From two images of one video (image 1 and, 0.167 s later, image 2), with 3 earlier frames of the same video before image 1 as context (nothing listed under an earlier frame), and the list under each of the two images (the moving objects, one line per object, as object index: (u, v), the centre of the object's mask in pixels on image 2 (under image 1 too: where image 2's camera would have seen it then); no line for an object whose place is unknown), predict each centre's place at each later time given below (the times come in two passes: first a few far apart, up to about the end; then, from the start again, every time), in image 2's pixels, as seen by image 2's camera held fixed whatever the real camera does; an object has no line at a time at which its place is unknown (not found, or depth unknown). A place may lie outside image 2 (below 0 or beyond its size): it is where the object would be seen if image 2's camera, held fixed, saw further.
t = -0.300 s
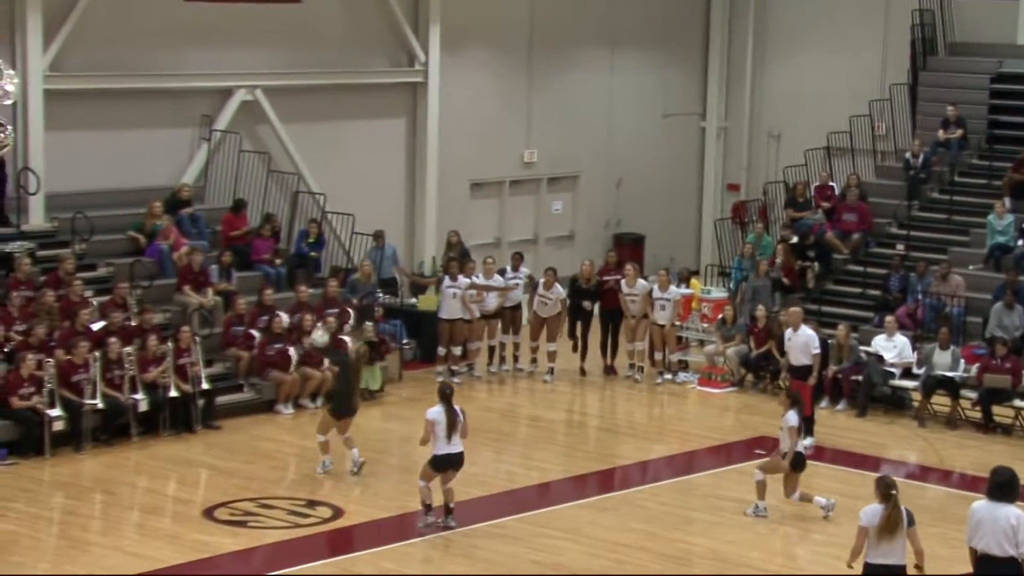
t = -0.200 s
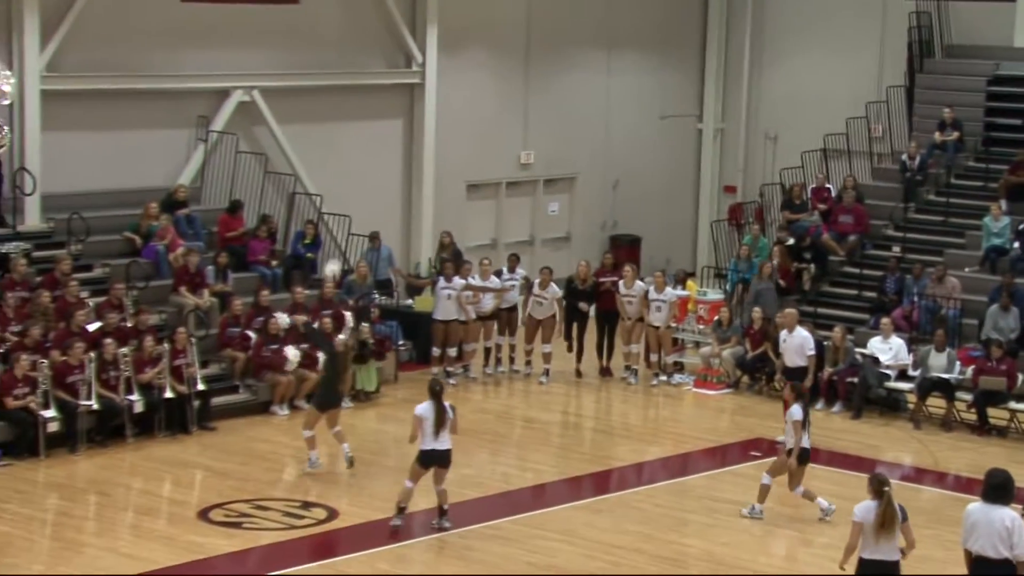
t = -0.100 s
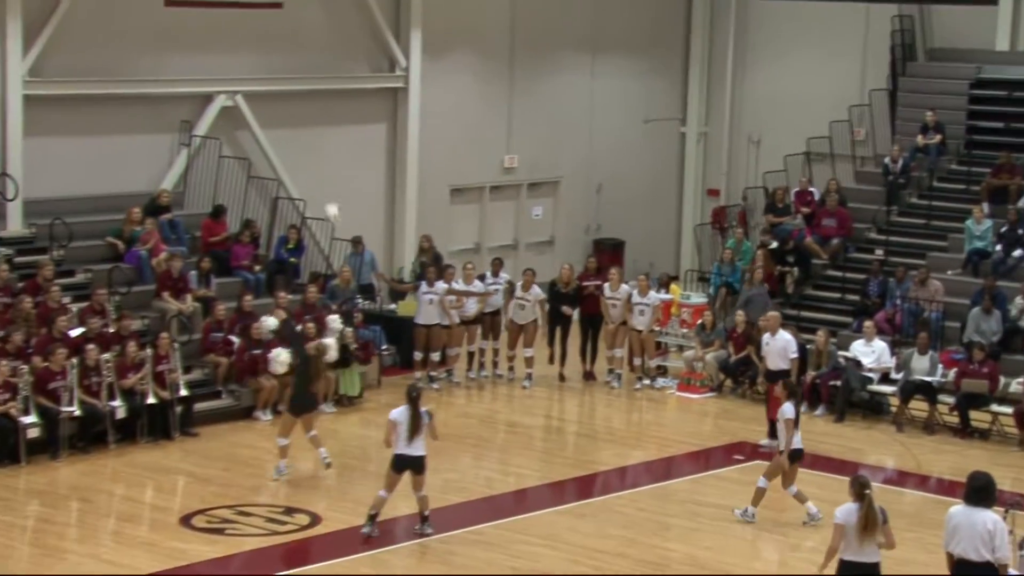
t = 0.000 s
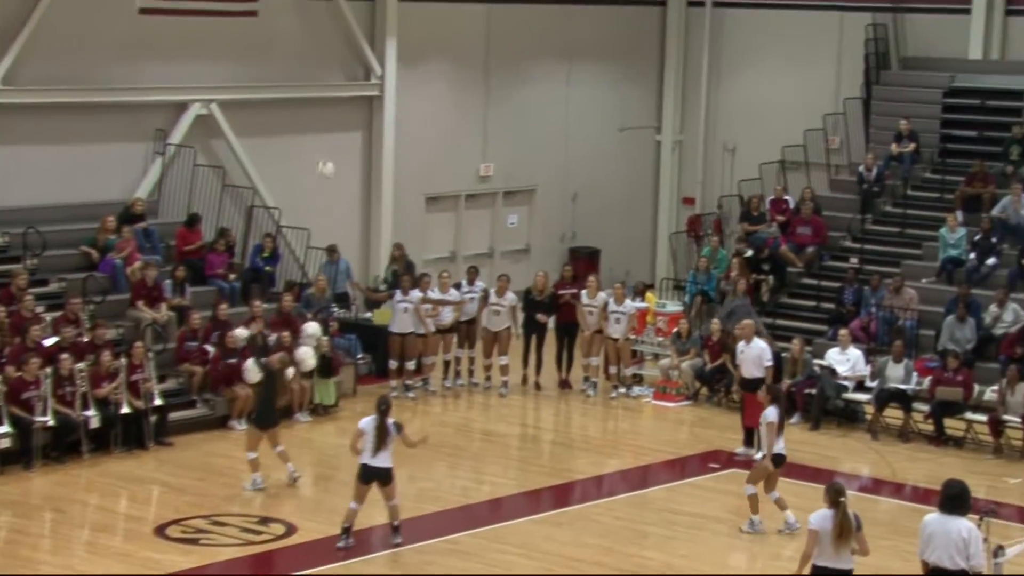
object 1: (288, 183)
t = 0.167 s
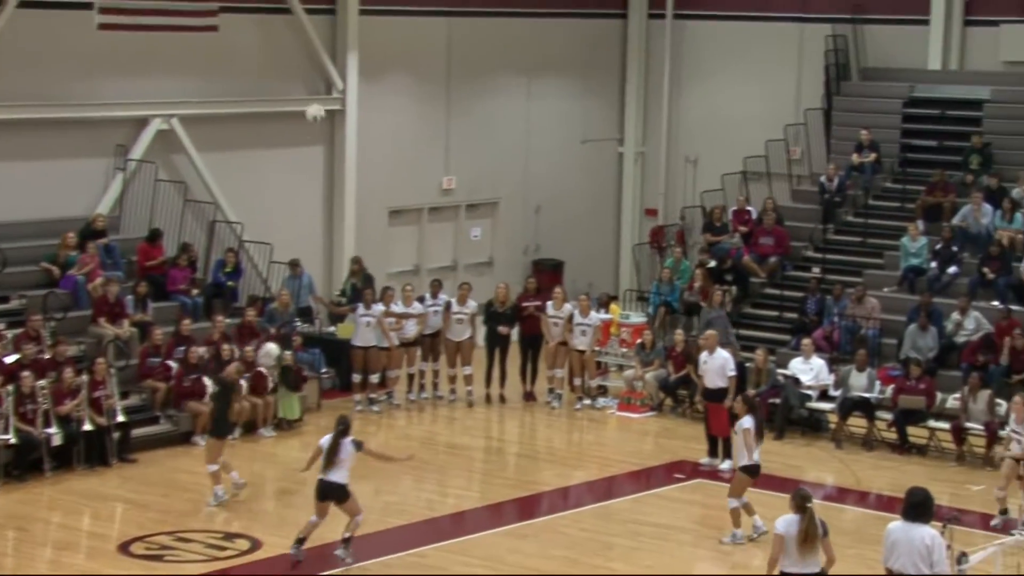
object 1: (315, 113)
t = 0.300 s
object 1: (338, 77)
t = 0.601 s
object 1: (388, 42)
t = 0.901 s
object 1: (438, 95)
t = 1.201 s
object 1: (486, 230)
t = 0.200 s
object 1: (321, 102)
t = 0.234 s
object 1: (327, 91)
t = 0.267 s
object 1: (334, 83)
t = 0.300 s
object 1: (338, 77)
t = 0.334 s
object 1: (343, 67)
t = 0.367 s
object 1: (348, 60)
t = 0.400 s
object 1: (355, 55)
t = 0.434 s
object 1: (360, 50)
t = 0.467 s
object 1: (366, 46)
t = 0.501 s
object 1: (371, 44)
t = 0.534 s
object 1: (377, 42)
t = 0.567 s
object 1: (382, 42)
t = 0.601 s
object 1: (388, 42)
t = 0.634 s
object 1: (394, 44)
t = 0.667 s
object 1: (400, 47)
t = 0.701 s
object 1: (405, 50)
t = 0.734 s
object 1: (411, 55)
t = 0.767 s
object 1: (416, 61)
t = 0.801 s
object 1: (421, 68)
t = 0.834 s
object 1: (427, 76)
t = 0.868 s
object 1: (433, 85)
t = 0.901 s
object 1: (438, 95)
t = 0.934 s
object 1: (444, 106)
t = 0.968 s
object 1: (450, 116)
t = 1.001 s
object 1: (455, 130)
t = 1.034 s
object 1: (460, 145)
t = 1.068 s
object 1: (465, 160)
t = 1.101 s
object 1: (471, 176)
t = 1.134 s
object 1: (476, 194)
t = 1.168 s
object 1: (481, 212)
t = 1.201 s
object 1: (486, 230)
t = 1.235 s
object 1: (491, 251)
